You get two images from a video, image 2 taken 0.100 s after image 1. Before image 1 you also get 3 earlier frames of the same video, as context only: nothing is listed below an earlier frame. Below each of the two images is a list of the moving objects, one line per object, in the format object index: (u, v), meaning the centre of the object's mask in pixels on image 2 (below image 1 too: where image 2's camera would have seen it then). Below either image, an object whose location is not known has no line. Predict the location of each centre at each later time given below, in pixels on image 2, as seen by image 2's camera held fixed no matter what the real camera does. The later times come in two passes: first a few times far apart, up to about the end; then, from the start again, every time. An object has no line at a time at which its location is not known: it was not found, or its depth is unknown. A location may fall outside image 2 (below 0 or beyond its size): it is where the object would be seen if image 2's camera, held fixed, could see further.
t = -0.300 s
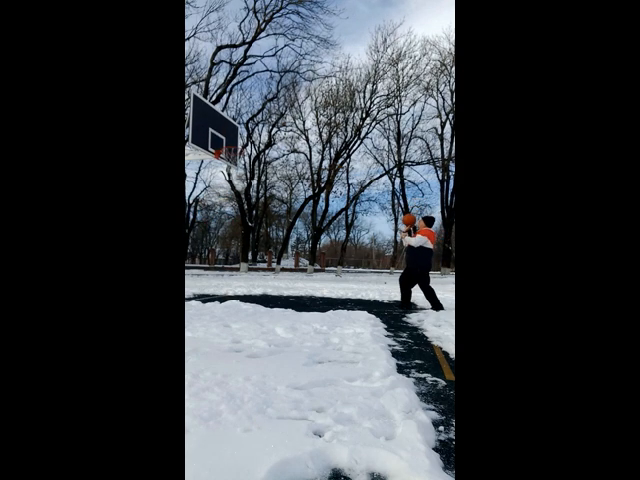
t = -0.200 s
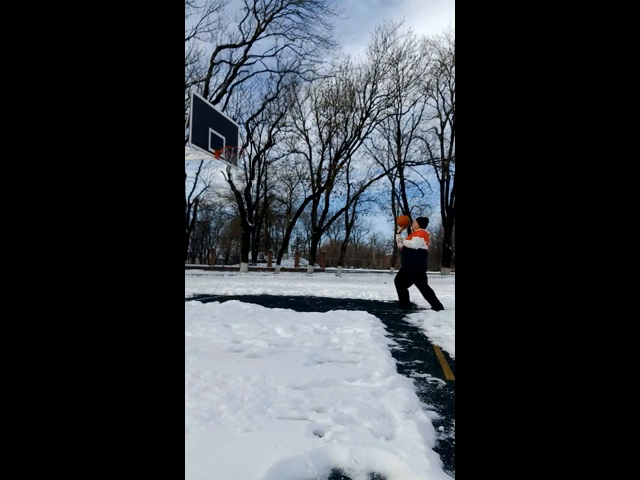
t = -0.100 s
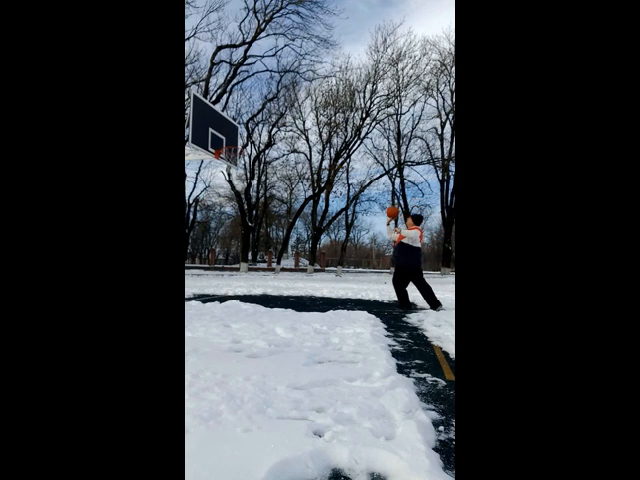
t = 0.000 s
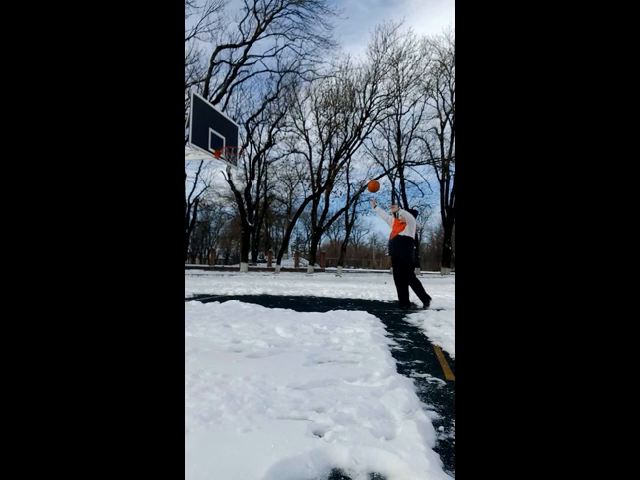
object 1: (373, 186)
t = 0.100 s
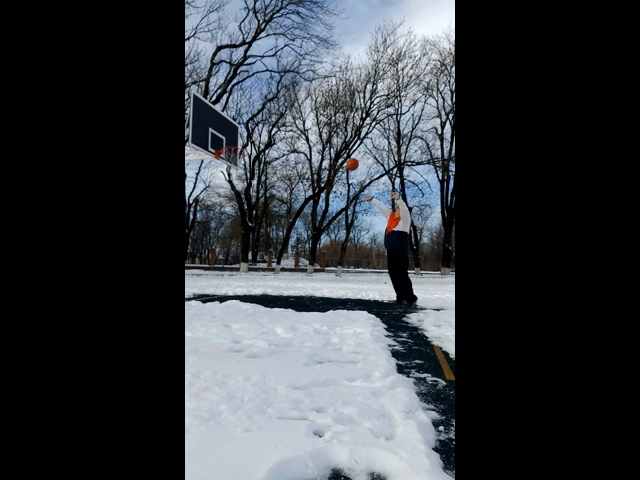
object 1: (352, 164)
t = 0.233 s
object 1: (325, 142)
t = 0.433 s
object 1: (286, 126)
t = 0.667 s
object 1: (243, 132)
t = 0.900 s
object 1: (211, 132)
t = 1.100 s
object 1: (218, 129)
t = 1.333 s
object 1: (230, 150)
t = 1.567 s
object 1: (239, 200)
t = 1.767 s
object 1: (248, 273)
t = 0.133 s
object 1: (345, 157)
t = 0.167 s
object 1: (338, 151)
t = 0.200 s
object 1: (331, 146)
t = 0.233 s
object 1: (325, 142)
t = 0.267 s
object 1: (318, 138)
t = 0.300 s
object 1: (311, 134)
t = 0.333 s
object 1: (305, 131)
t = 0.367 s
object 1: (298, 129)
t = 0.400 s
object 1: (292, 127)
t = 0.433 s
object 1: (286, 126)
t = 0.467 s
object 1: (279, 125)
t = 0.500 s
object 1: (273, 125)
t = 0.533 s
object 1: (267, 125)
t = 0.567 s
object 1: (261, 126)
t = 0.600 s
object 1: (254, 127)
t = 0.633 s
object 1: (249, 130)
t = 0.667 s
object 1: (243, 132)
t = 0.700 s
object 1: (237, 134)
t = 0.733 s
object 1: (231, 138)
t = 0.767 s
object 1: (225, 140)
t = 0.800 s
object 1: (222, 138)
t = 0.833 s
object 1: (217, 136)
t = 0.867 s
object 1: (214, 134)
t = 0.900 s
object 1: (211, 132)
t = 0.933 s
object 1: (211, 131)
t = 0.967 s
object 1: (213, 129)
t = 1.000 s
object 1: (214, 128)
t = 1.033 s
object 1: (215, 128)
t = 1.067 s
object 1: (217, 128)
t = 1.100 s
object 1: (218, 129)
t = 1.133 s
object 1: (220, 130)
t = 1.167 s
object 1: (222, 132)
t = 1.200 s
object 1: (223, 134)
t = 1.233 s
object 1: (225, 137)
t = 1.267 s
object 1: (226, 141)
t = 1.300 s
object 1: (227, 145)
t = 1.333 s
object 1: (230, 150)
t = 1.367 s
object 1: (230, 155)
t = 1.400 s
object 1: (232, 161)
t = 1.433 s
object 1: (233, 168)
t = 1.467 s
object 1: (234, 174)
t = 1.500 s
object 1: (237, 183)
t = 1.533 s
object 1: (238, 191)
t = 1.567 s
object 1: (239, 200)
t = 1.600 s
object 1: (241, 210)
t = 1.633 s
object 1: (242, 222)
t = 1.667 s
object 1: (243, 233)
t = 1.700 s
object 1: (245, 246)
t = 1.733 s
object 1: (246, 259)
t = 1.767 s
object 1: (248, 273)
